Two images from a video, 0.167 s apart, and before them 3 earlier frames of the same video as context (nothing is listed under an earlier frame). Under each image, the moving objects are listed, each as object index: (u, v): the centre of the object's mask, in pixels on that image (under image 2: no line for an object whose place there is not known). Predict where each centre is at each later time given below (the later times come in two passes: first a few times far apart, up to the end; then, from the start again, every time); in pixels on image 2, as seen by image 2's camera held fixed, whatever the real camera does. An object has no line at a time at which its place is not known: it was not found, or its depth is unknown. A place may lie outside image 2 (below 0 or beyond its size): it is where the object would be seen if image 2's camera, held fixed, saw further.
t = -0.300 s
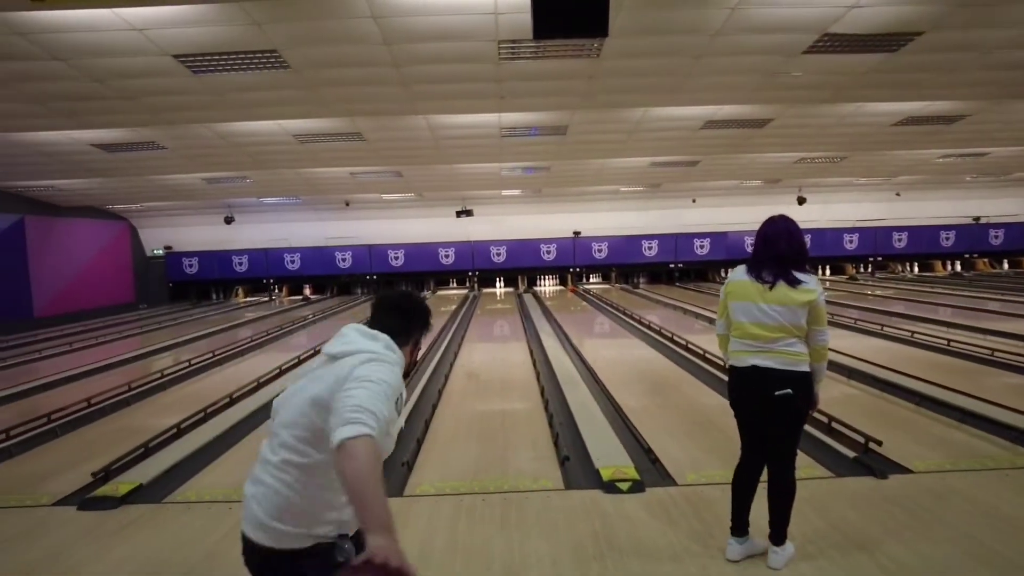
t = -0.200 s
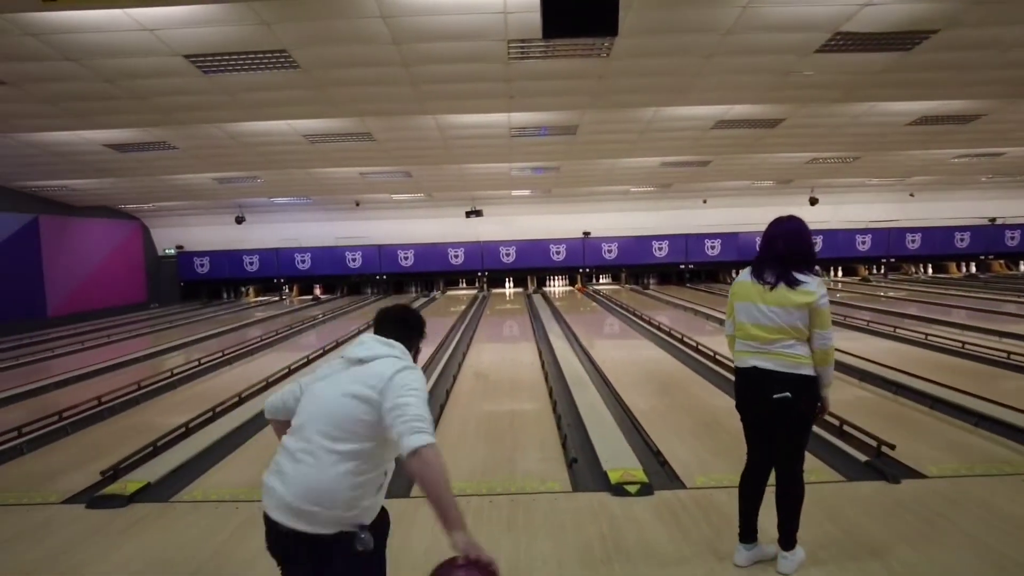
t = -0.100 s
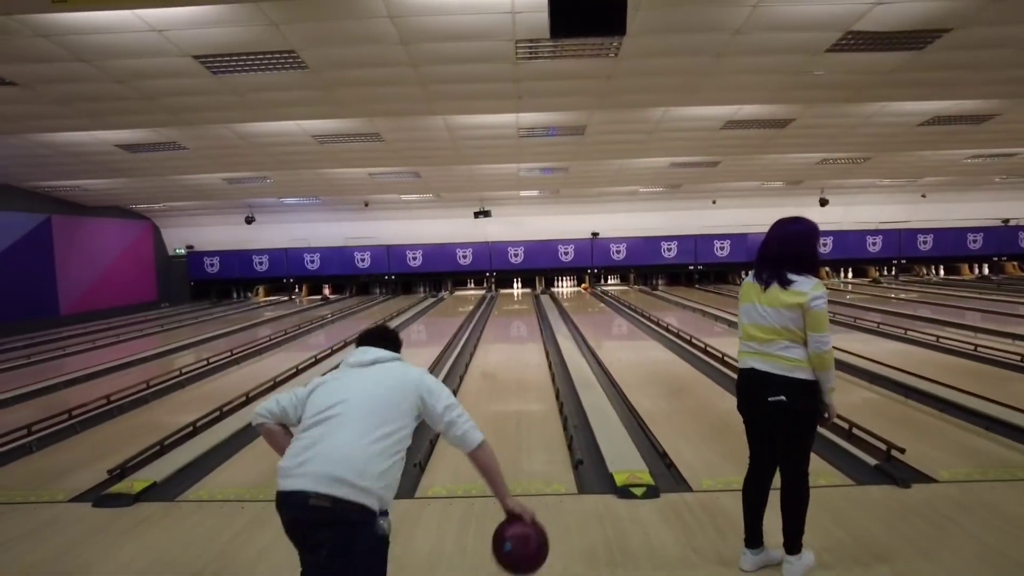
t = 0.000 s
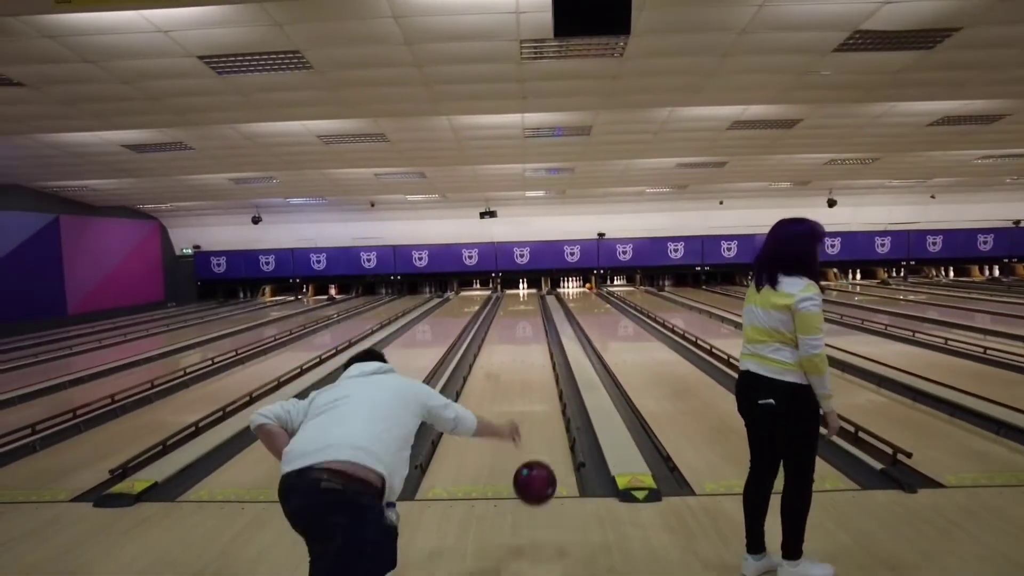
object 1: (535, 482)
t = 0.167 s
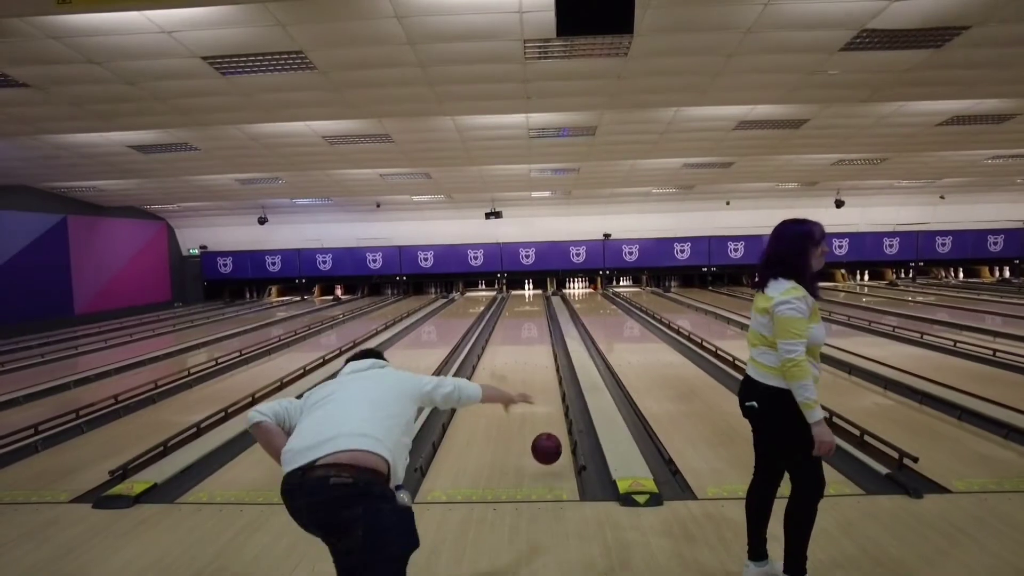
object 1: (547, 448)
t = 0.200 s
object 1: (548, 448)
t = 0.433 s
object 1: (554, 392)
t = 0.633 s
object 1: (545, 364)
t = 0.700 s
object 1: (542, 358)
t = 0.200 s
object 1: (548, 448)
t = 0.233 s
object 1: (552, 438)
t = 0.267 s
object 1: (552, 423)
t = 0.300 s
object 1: (551, 418)
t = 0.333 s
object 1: (552, 412)
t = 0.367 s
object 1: (553, 404)
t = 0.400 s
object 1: (553, 398)
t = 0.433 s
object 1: (554, 392)
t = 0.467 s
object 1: (553, 386)
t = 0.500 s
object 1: (552, 381)
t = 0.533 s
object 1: (550, 376)
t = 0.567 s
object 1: (548, 372)
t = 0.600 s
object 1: (547, 368)
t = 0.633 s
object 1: (545, 364)
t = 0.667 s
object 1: (544, 360)
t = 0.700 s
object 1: (542, 358)
